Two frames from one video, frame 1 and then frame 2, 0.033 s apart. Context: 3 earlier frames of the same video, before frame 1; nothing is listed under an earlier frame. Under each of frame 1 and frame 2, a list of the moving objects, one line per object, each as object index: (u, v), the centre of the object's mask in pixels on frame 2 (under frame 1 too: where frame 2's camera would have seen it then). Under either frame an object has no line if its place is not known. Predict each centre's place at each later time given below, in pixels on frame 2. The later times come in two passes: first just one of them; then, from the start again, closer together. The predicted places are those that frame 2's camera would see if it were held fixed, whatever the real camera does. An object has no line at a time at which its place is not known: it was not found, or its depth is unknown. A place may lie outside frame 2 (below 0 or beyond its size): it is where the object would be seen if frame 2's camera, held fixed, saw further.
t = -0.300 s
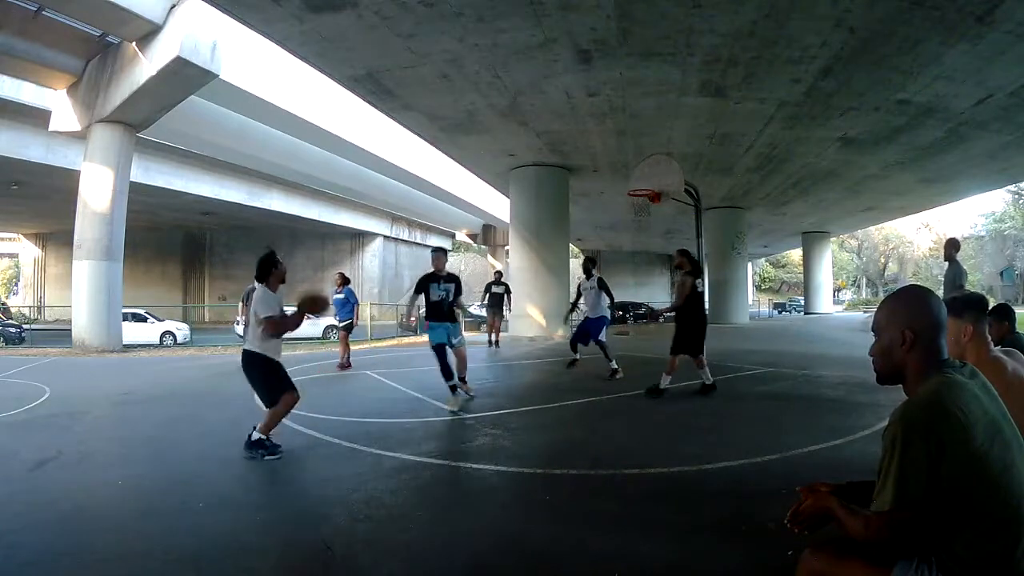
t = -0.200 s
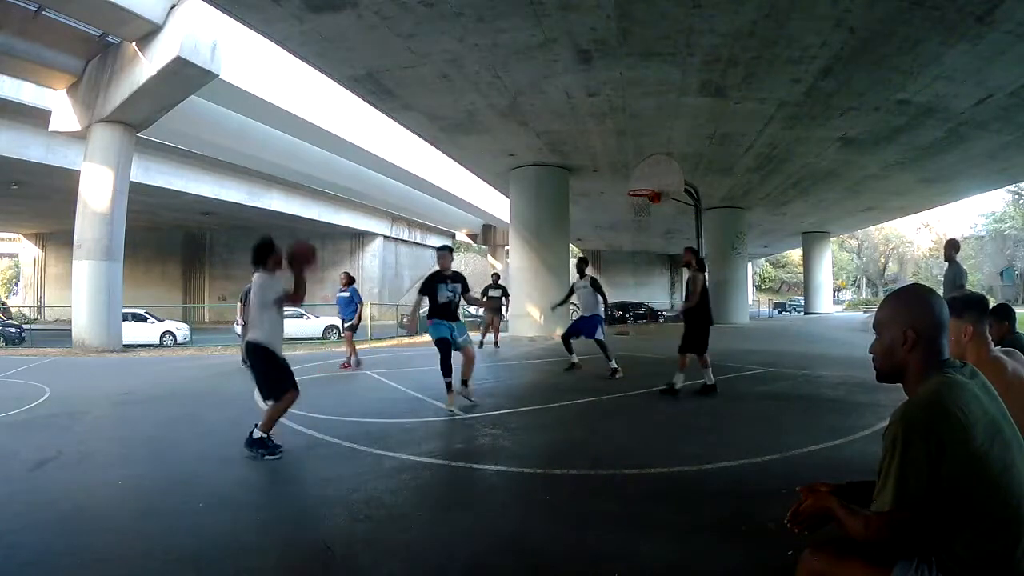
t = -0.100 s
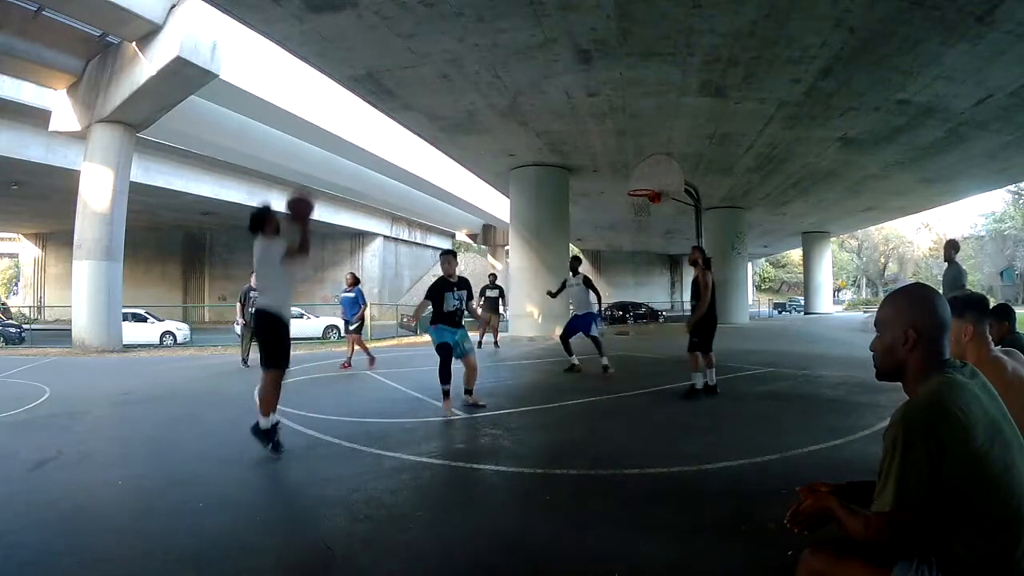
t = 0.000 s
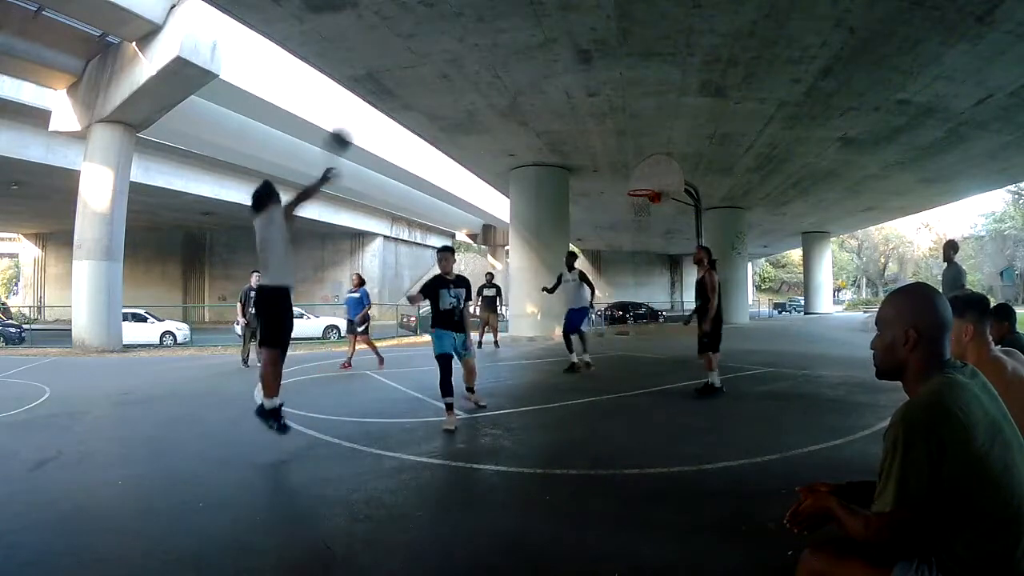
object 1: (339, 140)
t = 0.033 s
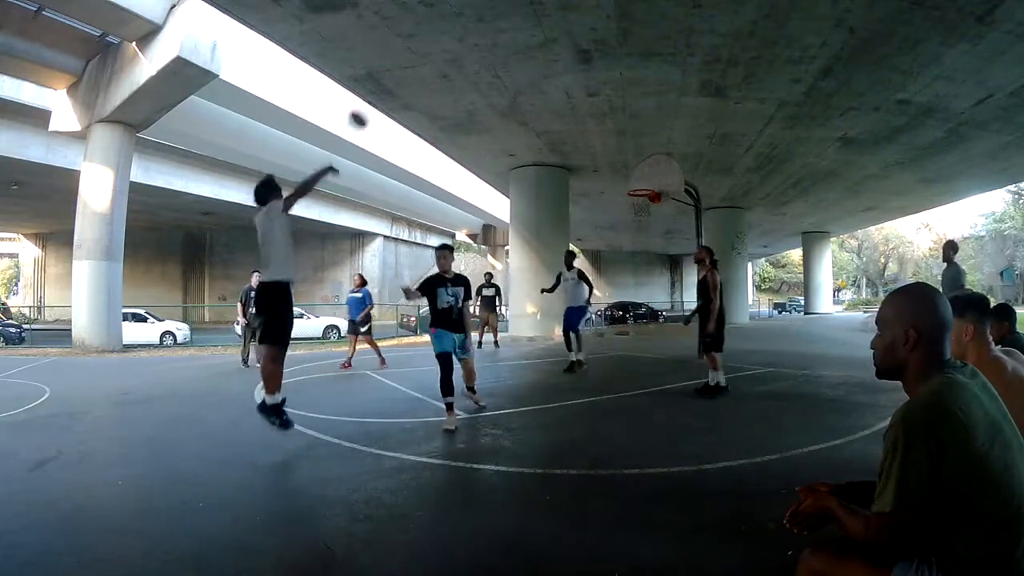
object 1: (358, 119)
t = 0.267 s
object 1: (455, 44)
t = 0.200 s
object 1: (432, 57)
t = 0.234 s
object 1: (444, 50)
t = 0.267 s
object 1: (455, 44)
